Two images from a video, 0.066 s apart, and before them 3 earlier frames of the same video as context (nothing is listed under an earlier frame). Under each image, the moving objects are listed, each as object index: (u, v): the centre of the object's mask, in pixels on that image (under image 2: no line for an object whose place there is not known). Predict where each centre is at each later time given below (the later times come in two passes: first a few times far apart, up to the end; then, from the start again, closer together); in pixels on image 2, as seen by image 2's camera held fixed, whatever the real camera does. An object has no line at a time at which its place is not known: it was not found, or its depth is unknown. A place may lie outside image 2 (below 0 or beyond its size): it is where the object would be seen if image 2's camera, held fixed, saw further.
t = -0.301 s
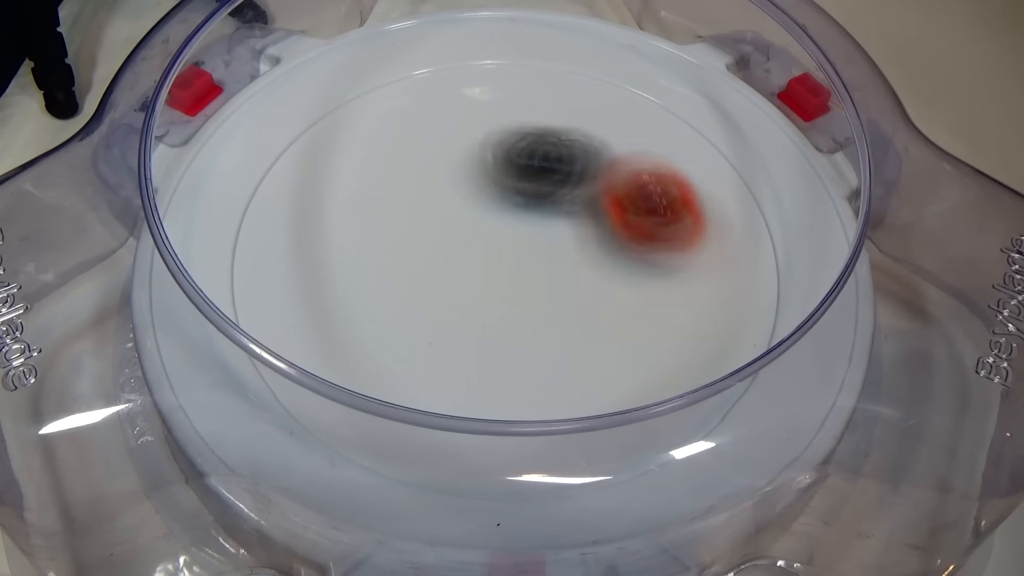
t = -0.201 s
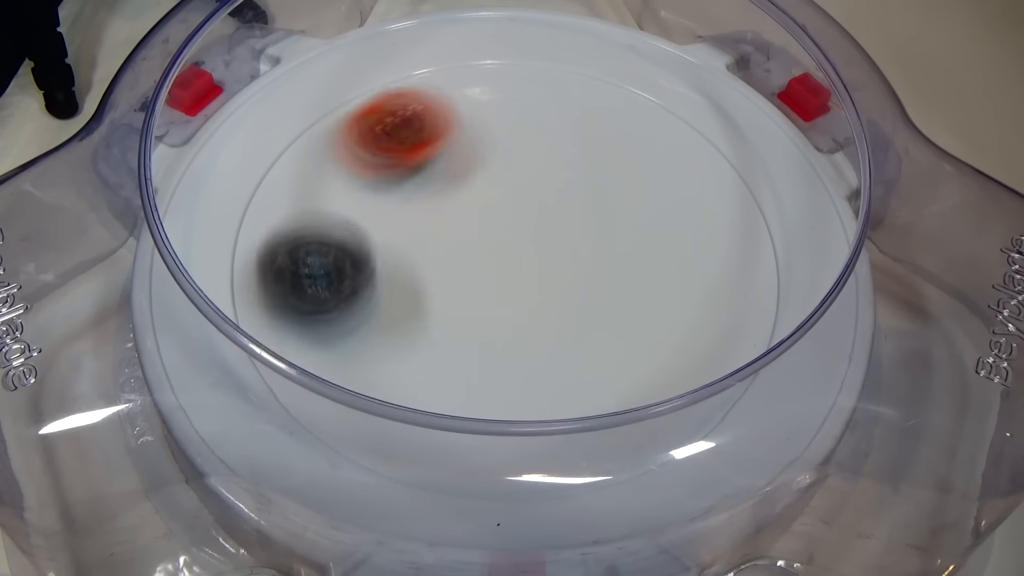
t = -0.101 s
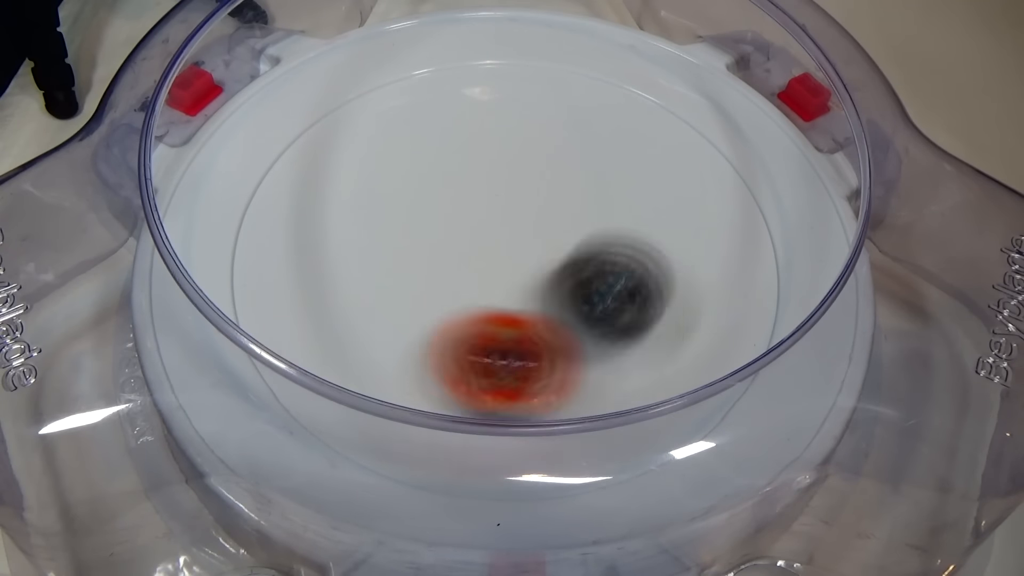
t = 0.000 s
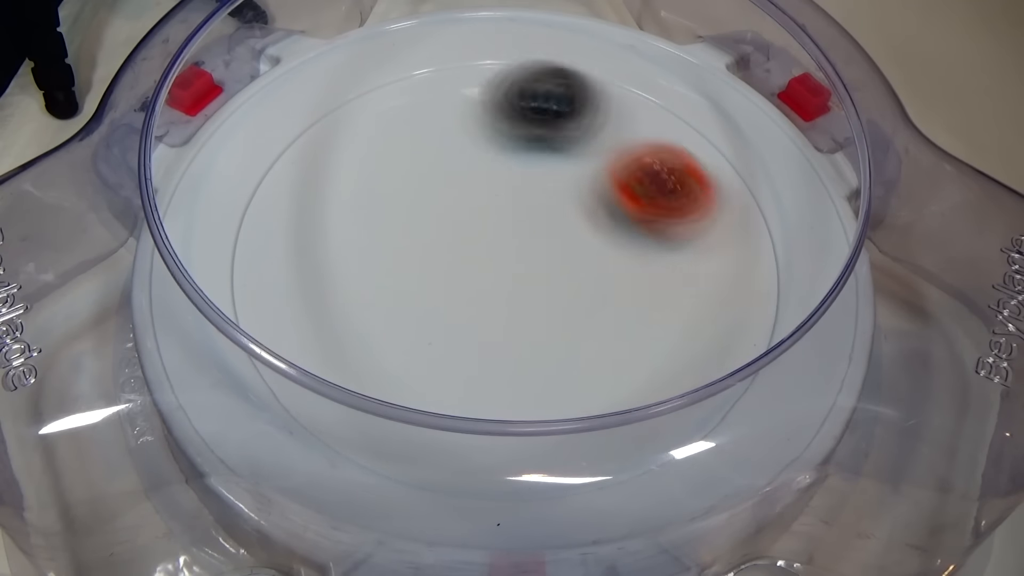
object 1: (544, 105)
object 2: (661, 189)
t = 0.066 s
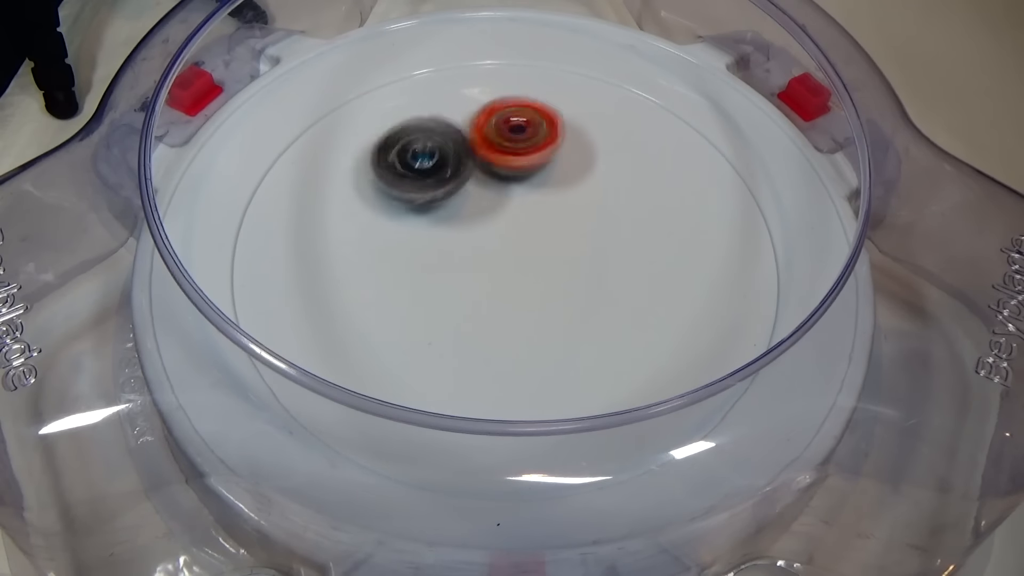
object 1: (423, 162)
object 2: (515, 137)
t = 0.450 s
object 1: (486, 397)
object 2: (440, 301)
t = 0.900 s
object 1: (653, 259)
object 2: (613, 177)
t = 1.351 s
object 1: (371, 253)
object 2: (371, 142)
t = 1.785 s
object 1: (444, 290)
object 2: (611, 184)
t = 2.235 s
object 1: (439, 181)
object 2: (621, 200)
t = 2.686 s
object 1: (433, 196)
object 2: (590, 413)
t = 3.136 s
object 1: (576, 191)
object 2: (434, 245)
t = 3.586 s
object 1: (535, 280)
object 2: (497, 174)
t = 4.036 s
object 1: (515, 349)
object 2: (639, 169)
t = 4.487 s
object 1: (380, 271)
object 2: (537, 269)
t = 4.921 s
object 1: (410, 184)
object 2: (547, 229)
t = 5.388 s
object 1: (464, 254)
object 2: (569, 219)
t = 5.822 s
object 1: (424, 229)
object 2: (560, 299)
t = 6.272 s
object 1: (526, 189)
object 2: (485, 291)
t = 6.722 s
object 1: (534, 220)
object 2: (459, 284)
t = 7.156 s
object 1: (544, 189)
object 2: (433, 263)
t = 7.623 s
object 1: (573, 278)
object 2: (445, 229)
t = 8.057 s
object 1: (522, 305)
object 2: (478, 217)
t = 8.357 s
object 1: (488, 300)
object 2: (491, 221)
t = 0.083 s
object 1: (413, 173)
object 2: (507, 136)
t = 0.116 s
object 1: (392, 198)
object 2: (494, 138)
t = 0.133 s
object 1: (383, 210)
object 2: (486, 140)
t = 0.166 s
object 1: (371, 235)
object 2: (470, 147)
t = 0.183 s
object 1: (367, 249)
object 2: (460, 152)
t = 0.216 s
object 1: (365, 273)
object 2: (444, 165)
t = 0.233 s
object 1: (367, 284)
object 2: (436, 174)
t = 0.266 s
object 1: (373, 307)
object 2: (423, 191)
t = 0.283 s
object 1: (377, 318)
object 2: (418, 201)
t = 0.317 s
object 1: (391, 337)
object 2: (410, 222)
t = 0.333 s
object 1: (400, 346)
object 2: (410, 234)
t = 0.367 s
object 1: (421, 360)
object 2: (411, 257)
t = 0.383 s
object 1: (434, 365)
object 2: (415, 267)
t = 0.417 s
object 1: (457, 376)
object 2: (424, 288)
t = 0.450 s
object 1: (486, 397)
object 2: (440, 301)
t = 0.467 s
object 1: (499, 408)
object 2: (447, 305)
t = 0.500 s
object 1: (528, 422)
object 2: (467, 311)
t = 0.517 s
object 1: (541, 436)
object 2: (478, 313)
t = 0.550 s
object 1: (568, 435)
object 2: (502, 316)
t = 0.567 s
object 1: (583, 435)
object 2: (516, 316)
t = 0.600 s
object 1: (615, 429)
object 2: (543, 315)
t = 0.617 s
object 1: (628, 426)
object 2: (555, 312)
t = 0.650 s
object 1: (654, 418)
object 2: (580, 303)
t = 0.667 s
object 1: (659, 402)
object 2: (591, 297)
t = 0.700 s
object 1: (678, 385)
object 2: (609, 283)
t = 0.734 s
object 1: (681, 356)
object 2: (624, 268)
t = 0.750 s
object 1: (687, 349)
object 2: (629, 259)
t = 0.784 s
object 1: (691, 333)
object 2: (633, 240)
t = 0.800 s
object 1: (689, 320)
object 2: (635, 230)
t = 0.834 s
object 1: (681, 297)
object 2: (632, 214)
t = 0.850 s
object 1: (675, 287)
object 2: (628, 203)
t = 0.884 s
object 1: (660, 265)
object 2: (619, 186)
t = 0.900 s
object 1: (653, 259)
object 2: (613, 177)
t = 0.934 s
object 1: (636, 250)
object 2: (594, 155)
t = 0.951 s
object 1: (625, 245)
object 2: (584, 145)
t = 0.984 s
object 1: (602, 236)
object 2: (565, 130)
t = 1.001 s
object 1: (591, 232)
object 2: (555, 124)
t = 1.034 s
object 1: (567, 224)
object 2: (532, 115)
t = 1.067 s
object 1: (543, 217)
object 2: (511, 109)
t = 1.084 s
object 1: (530, 214)
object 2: (500, 108)
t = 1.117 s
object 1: (507, 210)
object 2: (476, 107)
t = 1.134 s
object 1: (496, 209)
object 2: (465, 108)
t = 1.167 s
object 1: (473, 207)
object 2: (444, 112)
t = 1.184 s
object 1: (462, 205)
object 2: (432, 116)
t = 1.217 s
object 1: (441, 205)
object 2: (410, 125)
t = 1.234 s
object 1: (430, 207)
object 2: (402, 129)
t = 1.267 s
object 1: (410, 218)
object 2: (389, 130)
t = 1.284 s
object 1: (401, 227)
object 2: (384, 131)
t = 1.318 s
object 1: (385, 241)
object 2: (376, 136)
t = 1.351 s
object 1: (371, 253)
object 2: (371, 142)
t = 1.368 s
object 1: (364, 259)
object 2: (370, 145)
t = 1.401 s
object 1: (354, 269)
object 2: (369, 155)
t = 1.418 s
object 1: (351, 272)
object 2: (370, 160)
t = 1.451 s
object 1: (346, 279)
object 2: (375, 171)
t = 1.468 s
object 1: (344, 283)
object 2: (378, 176)
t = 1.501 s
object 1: (347, 290)
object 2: (389, 186)
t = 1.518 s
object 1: (352, 293)
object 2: (396, 191)
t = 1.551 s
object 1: (364, 298)
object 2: (412, 201)
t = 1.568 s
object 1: (373, 299)
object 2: (421, 206)
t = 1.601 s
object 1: (393, 297)
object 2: (443, 214)
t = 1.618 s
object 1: (403, 294)
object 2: (455, 217)
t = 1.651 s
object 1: (414, 295)
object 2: (486, 216)
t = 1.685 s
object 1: (418, 297)
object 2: (524, 208)
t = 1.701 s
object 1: (423, 298)
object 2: (540, 204)
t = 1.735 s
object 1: (431, 296)
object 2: (572, 196)
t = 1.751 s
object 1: (434, 296)
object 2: (586, 192)
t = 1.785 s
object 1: (444, 290)
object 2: (611, 184)
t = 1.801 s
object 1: (449, 286)
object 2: (622, 180)
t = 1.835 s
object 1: (459, 278)
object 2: (639, 174)
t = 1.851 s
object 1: (464, 274)
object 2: (646, 170)
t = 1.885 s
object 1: (473, 261)
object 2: (657, 164)
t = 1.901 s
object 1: (475, 254)
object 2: (662, 161)
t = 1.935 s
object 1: (480, 241)
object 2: (668, 156)
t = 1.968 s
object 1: (482, 228)
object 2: (671, 153)
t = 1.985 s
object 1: (482, 221)
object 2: (672, 152)
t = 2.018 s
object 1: (481, 209)
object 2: (672, 152)
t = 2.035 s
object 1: (480, 204)
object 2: (671, 153)
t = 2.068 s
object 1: (477, 193)
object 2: (668, 156)
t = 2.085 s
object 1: (473, 189)
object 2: (666, 158)
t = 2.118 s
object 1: (466, 181)
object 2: (659, 164)
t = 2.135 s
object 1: (462, 178)
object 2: (654, 168)
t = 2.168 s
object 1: (453, 175)
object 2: (645, 177)
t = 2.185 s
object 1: (449, 175)
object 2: (639, 182)
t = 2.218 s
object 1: (443, 178)
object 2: (628, 193)
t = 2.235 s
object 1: (439, 181)
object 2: (621, 200)
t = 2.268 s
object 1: (437, 188)
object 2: (608, 213)
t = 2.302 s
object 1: (439, 197)
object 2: (593, 227)
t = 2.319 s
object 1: (440, 201)
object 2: (587, 235)
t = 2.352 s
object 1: (448, 210)
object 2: (572, 249)
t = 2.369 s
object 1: (454, 214)
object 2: (565, 257)
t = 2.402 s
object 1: (463, 219)
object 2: (556, 275)
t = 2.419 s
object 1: (459, 215)
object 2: (562, 291)
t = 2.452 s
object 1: (453, 206)
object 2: (572, 320)
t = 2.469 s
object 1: (450, 202)
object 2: (577, 334)
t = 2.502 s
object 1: (443, 196)
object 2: (584, 357)
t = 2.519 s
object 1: (442, 193)
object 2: (587, 366)
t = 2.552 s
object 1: (436, 190)
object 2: (592, 376)
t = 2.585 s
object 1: (432, 189)
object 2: (596, 382)
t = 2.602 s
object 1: (430, 188)
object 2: (597, 396)
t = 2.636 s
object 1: (429, 190)
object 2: (597, 405)
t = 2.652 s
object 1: (430, 192)
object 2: (596, 407)
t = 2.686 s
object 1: (433, 196)
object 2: (590, 413)
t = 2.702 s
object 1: (434, 199)
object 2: (589, 411)
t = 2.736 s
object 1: (441, 206)
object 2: (580, 411)
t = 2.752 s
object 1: (445, 207)
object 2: (575, 409)
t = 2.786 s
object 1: (454, 214)
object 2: (565, 401)
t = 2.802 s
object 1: (460, 216)
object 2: (559, 390)
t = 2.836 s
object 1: (475, 221)
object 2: (546, 386)
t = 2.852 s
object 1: (483, 222)
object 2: (539, 383)
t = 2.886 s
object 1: (498, 223)
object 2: (525, 373)
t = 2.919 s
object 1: (514, 223)
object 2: (509, 358)
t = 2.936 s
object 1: (523, 223)
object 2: (501, 349)
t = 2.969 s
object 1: (535, 221)
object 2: (487, 332)
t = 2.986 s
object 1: (542, 220)
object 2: (481, 324)
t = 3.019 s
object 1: (557, 214)
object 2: (469, 307)
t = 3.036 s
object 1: (561, 211)
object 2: (462, 297)
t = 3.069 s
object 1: (570, 205)
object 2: (452, 278)
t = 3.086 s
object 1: (574, 201)
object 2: (446, 269)
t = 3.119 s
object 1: (577, 194)
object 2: (437, 252)
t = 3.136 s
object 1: (576, 191)
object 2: (434, 245)
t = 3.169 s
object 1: (577, 186)
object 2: (429, 230)
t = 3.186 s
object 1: (575, 184)
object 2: (426, 224)
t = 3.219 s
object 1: (570, 183)
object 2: (423, 210)
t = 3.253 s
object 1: (564, 185)
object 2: (421, 199)
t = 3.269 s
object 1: (561, 185)
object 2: (421, 194)
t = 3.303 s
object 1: (554, 189)
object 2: (424, 186)
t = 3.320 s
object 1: (551, 191)
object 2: (426, 184)
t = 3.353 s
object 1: (542, 200)
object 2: (430, 177)
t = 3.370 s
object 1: (537, 205)
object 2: (433, 175)
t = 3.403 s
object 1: (533, 214)
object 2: (439, 172)
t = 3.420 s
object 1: (530, 219)
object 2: (442, 170)
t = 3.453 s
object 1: (526, 233)
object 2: (452, 169)
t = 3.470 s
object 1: (525, 238)
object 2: (458, 168)
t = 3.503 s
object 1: (526, 251)
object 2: (468, 167)
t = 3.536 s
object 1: (528, 263)
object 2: (478, 169)
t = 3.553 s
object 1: (529, 268)
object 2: (485, 171)
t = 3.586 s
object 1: (535, 280)
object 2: (497, 174)
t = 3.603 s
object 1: (538, 284)
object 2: (504, 176)
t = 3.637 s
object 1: (548, 292)
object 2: (517, 181)
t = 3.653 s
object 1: (555, 295)
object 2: (523, 183)
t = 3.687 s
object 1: (564, 299)
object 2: (536, 189)
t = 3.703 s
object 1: (571, 299)
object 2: (543, 193)
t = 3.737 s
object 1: (579, 299)
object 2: (557, 198)
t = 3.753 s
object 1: (580, 299)
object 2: (563, 202)
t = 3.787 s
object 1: (586, 295)
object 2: (575, 205)
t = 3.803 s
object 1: (586, 293)
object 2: (578, 208)
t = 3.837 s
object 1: (587, 288)
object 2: (587, 212)
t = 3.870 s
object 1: (571, 306)
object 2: (603, 203)
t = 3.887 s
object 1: (563, 314)
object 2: (610, 197)
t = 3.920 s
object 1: (548, 326)
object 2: (624, 183)
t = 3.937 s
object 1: (542, 332)
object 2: (627, 178)
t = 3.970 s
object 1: (530, 339)
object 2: (635, 171)
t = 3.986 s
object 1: (526, 343)
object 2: (638, 168)
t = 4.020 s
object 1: (519, 348)
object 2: (639, 167)
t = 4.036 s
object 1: (515, 349)
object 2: (639, 169)
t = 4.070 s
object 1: (511, 351)
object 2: (635, 175)
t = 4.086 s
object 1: (507, 352)
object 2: (633, 179)
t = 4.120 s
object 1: (503, 351)
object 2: (628, 190)
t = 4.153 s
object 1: (499, 347)
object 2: (619, 203)
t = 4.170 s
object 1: (498, 346)
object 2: (616, 210)
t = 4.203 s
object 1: (496, 339)
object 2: (602, 224)
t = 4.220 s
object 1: (494, 336)
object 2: (596, 230)
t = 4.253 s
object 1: (491, 326)
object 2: (582, 245)
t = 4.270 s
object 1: (488, 322)
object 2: (573, 251)
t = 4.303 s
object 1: (473, 312)
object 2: (565, 260)
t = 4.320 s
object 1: (459, 309)
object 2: (565, 260)
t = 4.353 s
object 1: (435, 301)
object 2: (568, 263)
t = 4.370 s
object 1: (421, 298)
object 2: (565, 264)
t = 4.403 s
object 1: (405, 288)
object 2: (561, 266)
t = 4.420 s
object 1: (397, 286)
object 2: (556, 267)
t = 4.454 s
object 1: (387, 278)
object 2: (547, 268)
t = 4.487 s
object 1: (380, 271)
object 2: (537, 269)
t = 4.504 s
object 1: (377, 269)
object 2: (528, 268)
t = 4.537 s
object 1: (375, 261)
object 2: (514, 269)
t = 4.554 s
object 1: (374, 258)
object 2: (508, 266)
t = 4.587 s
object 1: (374, 251)
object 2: (495, 265)
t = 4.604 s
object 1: (375, 247)
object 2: (487, 262)
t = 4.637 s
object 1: (374, 238)
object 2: (482, 260)
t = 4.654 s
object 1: (368, 229)
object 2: (488, 260)
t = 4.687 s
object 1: (359, 213)
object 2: (502, 262)
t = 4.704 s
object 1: (356, 208)
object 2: (507, 264)
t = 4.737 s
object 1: (356, 197)
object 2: (515, 263)
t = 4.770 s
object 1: (362, 190)
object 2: (523, 261)
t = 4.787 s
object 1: (366, 188)
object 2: (528, 259)
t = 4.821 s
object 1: (375, 184)
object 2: (532, 253)
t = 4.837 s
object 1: (380, 183)
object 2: (535, 249)
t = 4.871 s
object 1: (391, 182)
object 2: (541, 242)
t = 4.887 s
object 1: (397, 183)
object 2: (542, 237)
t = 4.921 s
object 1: (410, 184)
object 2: (547, 229)
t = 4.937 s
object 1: (418, 186)
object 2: (547, 225)
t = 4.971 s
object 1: (431, 191)
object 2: (548, 216)
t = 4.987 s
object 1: (439, 191)
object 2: (550, 213)
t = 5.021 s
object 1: (447, 194)
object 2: (553, 205)
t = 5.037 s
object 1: (450, 195)
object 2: (558, 203)
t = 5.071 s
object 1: (450, 200)
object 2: (567, 199)
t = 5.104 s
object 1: (455, 203)
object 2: (571, 196)
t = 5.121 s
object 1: (458, 204)
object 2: (570, 195)
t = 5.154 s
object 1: (463, 212)
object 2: (570, 193)
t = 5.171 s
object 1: (465, 215)
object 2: (571, 193)
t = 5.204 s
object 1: (471, 223)
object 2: (568, 193)
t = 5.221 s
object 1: (472, 227)
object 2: (567, 192)
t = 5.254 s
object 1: (469, 235)
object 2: (569, 195)
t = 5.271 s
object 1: (470, 236)
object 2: (567, 198)
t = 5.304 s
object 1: (469, 244)
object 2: (568, 202)
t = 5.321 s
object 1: (466, 248)
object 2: (569, 205)
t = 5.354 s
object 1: (467, 250)
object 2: (569, 211)
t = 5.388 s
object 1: (464, 254)
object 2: (569, 219)
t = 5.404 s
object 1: (463, 256)
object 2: (565, 223)
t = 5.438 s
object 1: (460, 257)
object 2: (565, 231)
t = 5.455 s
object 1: (458, 258)
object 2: (567, 236)
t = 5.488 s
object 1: (453, 258)
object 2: (566, 244)
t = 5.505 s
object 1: (450, 259)
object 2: (565, 248)
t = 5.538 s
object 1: (444, 258)
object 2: (564, 256)
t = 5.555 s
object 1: (443, 255)
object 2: (566, 260)
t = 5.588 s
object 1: (436, 254)
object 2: (566, 268)
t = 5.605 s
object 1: (434, 252)
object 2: (565, 271)
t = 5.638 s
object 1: (430, 247)
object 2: (565, 278)
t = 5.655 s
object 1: (426, 246)
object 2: (565, 283)
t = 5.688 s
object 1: (421, 241)
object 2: (566, 290)
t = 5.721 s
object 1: (421, 238)
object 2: (565, 295)
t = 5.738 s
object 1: (420, 236)
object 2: (564, 296)
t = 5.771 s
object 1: (420, 233)
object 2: (564, 297)
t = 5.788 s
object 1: (423, 231)
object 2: (562, 298)
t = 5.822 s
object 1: (424, 229)
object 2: (560, 299)
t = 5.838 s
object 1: (428, 229)
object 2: (558, 298)
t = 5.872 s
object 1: (435, 226)
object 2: (553, 297)
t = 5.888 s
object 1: (438, 225)
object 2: (551, 297)
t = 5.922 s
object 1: (444, 223)
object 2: (544, 295)
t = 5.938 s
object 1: (450, 221)
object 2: (542, 293)
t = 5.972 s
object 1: (458, 219)
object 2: (536, 289)
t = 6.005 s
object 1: (466, 213)
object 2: (530, 288)
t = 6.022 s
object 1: (471, 210)
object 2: (528, 290)
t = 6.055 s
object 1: (475, 205)
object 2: (522, 290)
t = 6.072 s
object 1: (478, 203)
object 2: (518, 289)
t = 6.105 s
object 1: (486, 199)
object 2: (514, 288)
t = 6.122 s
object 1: (487, 200)
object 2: (512, 289)
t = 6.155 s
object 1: (493, 197)
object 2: (507, 287)
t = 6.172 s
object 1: (496, 196)
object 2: (504, 286)
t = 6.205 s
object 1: (505, 195)
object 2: (497, 286)
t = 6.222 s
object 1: (512, 192)
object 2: (495, 289)
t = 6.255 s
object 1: (521, 189)
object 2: (491, 290)
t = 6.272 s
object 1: (526, 189)
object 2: (485, 291)
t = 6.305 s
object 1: (531, 190)
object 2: (480, 293)
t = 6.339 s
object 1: (535, 190)
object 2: (476, 296)
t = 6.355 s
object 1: (537, 192)
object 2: (474, 295)
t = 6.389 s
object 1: (539, 195)
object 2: (473, 296)
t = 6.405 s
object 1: (538, 197)
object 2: (472, 297)
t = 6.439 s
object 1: (542, 200)
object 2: (471, 297)
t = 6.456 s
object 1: (540, 203)
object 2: (472, 295)
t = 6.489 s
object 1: (540, 208)
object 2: (474, 293)
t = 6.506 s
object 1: (541, 208)
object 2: (476, 291)
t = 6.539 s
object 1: (541, 213)
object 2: (478, 286)
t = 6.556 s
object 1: (542, 214)
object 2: (476, 287)
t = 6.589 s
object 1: (544, 215)
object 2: (470, 288)
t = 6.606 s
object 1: (546, 214)
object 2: (466, 287)
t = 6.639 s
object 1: (546, 216)
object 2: (463, 287)
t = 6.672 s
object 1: (542, 218)
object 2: (462, 287)
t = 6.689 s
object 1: (541, 219)
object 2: (461, 286)
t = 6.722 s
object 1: (534, 220)
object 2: (459, 284)
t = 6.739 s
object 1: (532, 221)
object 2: (460, 284)
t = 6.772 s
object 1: (533, 219)
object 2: (456, 282)
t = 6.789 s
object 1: (532, 220)
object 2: (455, 284)
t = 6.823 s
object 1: (529, 218)
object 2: (452, 282)
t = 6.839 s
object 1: (528, 216)
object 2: (450, 281)
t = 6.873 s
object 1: (527, 213)
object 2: (450, 280)
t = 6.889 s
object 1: (527, 211)
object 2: (449, 277)
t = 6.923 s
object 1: (526, 206)
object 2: (448, 273)
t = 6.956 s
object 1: (524, 202)
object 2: (449, 269)
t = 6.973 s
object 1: (524, 201)
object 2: (448, 266)
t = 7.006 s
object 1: (525, 197)
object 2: (446, 263)
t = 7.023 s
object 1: (530, 195)
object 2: (442, 264)
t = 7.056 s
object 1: (533, 192)
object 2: (436, 263)
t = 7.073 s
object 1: (537, 190)
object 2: (434, 264)
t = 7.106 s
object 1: (540, 189)
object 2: (432, 263)
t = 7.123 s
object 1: (542, 190)
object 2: (431, 264)
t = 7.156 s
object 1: (544, 189)
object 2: (433, 263)
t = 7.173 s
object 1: (546, 190)
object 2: (435, 264)
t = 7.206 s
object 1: (548, 193)
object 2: (439, 263)
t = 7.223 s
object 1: (550, 195)
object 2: (440, 261)
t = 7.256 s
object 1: (552, 199)
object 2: (446, 260)
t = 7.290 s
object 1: (553, 205)
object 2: (454, 257)
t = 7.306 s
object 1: (551, 208)
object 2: (456, 256)
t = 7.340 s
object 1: (552, 213)
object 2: (460, 254)
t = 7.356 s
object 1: (554, 219)
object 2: (452, 250)
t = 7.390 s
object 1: (570, 223)
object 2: (446, 250)
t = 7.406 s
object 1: (579, 222)
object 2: (442, 245)
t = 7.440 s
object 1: (589, 232)
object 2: (437, 243)
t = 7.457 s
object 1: (591, 237)
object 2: (435, 239)
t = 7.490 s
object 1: (590, 248)
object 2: (433, 236)
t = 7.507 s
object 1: (588, 255)
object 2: (433, 233)
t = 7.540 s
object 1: (587, 266)
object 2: (435, 232)
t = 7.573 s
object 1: (583, 273)
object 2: (439, 230)
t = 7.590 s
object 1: (582, 275)
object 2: (440, 229)
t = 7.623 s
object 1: (573, 278)
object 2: (445, 229)
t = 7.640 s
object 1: (568, 280)
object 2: (446, 229)
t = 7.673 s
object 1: (559, 284)
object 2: (453, 230)
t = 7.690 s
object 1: (556, 284)
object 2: (454, 231)
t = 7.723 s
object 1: (550, 283)
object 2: (461, 234)
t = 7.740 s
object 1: (547, 281)
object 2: (460, 234)
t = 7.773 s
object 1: (545, 281)
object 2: (459, 229)
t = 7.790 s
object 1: (544, 281)
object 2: (460, 228)
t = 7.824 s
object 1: (541, 282)
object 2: (462, 229)
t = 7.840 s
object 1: (539, 284)
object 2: (462, 228)
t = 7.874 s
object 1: (538, 290)
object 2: (464, 226)
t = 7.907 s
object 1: (535, 295)
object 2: (467, 221)
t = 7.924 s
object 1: (533, 296)
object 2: (469, 222)
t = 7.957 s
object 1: (529, 298)
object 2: (469, 217)
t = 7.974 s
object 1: (527, 298)
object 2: (473, 218)
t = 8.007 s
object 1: (523, 298)
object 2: (473, 218)
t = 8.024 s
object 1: (523, 301)
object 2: (477, 216)
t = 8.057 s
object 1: (522, 305)
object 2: (478, 217)
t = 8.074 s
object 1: (521, 306)
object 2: (477, 217)
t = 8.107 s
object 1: (517, 306)
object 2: (478, 214)
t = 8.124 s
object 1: (514, 306)
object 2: (479, 213)
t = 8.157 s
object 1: (507, 305)
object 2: (479, 214)
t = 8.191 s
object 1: (501, 303)
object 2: (479, 214)
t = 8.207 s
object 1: (498, 302)
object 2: (481, 215)
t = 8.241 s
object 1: (493, 299)
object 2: (481, 219)
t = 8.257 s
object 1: (491, 300)
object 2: (482, 219)
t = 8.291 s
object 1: (489, 301)
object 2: (487, 219)
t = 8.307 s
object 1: (489, 301)
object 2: (486, 221)
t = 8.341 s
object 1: (488, 300)
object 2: (487, 221)
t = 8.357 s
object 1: (488, 300)
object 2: (491, 221)
